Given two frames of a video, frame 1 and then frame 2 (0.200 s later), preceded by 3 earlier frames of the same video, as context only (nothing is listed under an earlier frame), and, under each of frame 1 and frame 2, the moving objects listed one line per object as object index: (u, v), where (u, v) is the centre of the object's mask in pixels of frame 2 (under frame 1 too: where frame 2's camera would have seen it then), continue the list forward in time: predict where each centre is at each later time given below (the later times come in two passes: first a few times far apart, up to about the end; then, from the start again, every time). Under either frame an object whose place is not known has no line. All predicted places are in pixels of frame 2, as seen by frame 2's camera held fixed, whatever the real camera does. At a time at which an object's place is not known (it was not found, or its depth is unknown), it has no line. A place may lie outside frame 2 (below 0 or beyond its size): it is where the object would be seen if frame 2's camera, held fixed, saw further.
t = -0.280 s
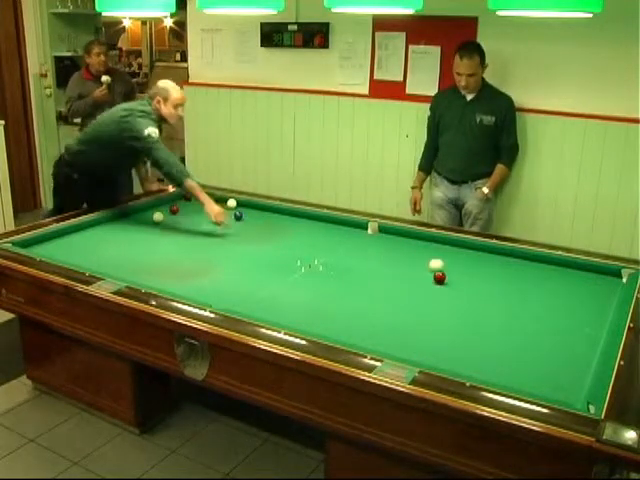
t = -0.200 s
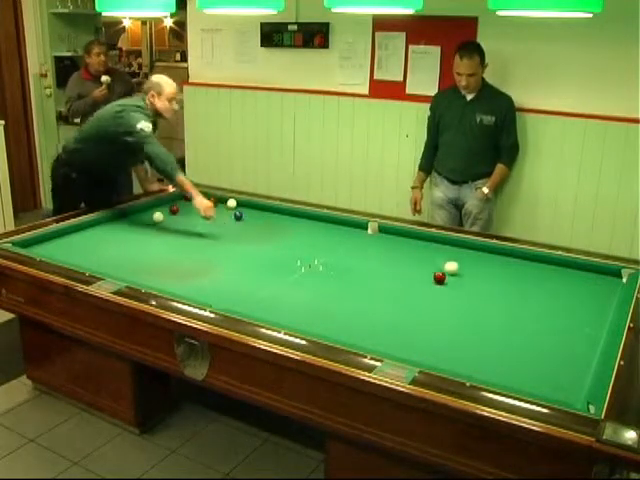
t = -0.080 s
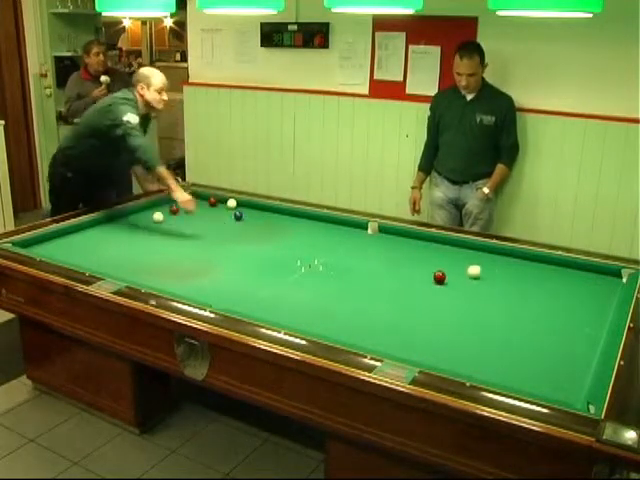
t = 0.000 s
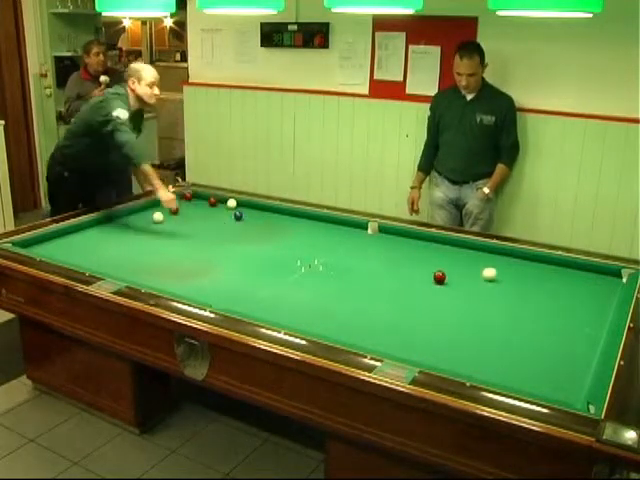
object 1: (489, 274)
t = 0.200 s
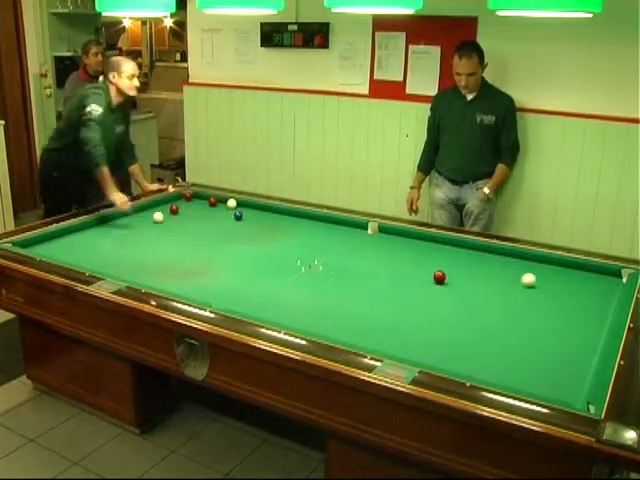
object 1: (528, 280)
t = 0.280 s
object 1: (544, 281)
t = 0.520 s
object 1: (593, 290)
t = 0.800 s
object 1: (592, 288)
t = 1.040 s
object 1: (565, 281)
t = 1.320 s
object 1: (535, 274)
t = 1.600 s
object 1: (509, 267)
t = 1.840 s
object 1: (486, 261)
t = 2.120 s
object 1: (463, 255)
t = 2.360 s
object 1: (443, 250)
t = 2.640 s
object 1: (422, 245)
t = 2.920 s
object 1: (403, 241)
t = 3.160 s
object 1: (387, 237)
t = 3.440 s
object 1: (369, 232)
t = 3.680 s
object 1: (355, 229)
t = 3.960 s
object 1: (340, 225)
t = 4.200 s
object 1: (328, 222)
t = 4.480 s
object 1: (314, 219)
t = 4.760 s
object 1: (302, 216)
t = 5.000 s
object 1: (291, 213)
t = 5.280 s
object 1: (279, 211)
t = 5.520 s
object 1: (270, 210)
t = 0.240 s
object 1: (536, 281)
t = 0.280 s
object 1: (544, 281)
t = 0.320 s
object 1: (552, 283)
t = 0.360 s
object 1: (560, 284)
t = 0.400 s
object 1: (568, 286)
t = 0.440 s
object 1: (576, 287)
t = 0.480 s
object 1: (584, 288)
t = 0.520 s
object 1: (593, 290)
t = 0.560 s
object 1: (601, 291)
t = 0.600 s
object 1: (609, 292)
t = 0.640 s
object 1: (613, 293)
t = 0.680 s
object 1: (607, 291)
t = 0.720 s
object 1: (602, 290)
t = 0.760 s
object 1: (597, 289)
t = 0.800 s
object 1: (592, 288)
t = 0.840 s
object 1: (587, 286)
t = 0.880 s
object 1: (583, 285)
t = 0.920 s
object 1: (578, 284)
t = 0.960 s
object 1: (574, 283)
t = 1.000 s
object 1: (569, 282)
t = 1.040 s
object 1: (565, 281)
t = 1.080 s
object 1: (560, 280)
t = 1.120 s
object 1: (556, 278)
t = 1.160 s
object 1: (552, 278)
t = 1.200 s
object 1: (548, 276)
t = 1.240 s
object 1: (543, 275)
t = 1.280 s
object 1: (539, 275)
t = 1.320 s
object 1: (535, 274)
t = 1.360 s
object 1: (532, 273)
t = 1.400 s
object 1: (527, 271)
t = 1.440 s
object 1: (523, 270)
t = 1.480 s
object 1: (519, 270)
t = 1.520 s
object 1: (516, 269)
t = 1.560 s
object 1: (512, 268)
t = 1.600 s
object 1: (509, 267)
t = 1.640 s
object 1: (504, 266)
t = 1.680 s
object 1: (501, 265)
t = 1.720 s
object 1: (497, 263)
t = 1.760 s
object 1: (493, 263)
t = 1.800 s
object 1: (490, 262)
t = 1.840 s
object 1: (486, 261)
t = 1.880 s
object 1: (482, 260)
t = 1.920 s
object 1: (480, 259)
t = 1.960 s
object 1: (476, 259)
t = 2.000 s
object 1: (472, 257)
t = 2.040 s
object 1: (469, 257)
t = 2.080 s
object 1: (466, 256)
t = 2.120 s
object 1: (463, 255)
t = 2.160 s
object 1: (459, 255)
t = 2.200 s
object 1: (456, 254)
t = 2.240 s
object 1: (453, 253)
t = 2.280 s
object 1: (450, 252)
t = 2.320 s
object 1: (447, 251)
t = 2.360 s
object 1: (443, 250)
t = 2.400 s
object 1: (440, 249)
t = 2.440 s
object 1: (437, 249)
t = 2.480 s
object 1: (434, 248)
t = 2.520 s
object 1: (431, 248)
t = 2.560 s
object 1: (428, 247)
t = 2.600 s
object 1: (425, 246)
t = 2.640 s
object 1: (422, 245)
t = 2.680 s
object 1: (419, 244)
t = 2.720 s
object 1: (416, 244)
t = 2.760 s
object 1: (414, 243)
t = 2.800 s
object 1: (411, 243)
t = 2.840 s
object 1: (408, 242)
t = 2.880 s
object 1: (406, 241)
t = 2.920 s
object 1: (403, 241)
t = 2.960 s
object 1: (400, 240)
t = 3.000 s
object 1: (397, 239)
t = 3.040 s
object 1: (394, 239)
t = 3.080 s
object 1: (392, 238)
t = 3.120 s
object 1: (389, 237)
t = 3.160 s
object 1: (387, 237)
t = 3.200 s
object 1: (384, 236)
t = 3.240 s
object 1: (381, 235)
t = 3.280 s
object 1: (379, 234)
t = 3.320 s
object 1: (377, 234)
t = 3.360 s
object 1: (374, 233)
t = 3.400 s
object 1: (372, 233)
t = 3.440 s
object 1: (369, 232)
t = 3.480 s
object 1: (367, 232)
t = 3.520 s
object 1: (365, 231)
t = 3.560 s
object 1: (362, 230)
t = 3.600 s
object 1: (360, 230)
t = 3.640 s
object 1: (358, 230)
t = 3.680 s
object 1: (355, 229)
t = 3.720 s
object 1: (353, 229)
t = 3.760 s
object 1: (351, 228)
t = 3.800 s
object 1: (349, 227)
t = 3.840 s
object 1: (346, 227)
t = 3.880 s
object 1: (344, 226)
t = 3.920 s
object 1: (342, 226)
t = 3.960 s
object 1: (340, 225)
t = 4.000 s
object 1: (338, 224)
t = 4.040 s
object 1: (336, 224)
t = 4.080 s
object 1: (334, 224)
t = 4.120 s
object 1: (332, 223)
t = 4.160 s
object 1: (330, 223)
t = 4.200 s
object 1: (328, 222)
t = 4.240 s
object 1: (326, 222)
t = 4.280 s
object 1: (324, 222)
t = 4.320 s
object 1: (322, 220)
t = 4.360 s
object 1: (320, 220)
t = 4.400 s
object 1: (318, 220)
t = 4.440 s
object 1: (316, 219)
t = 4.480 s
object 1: (314, 219)
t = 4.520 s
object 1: (313, 218)
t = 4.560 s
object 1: (310, 218)
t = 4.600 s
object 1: (309, 218)
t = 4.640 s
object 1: (307, 217)
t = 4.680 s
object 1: (305, 217)
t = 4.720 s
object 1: (303, 216)
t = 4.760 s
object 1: (302, 216)
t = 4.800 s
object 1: (300, 215)
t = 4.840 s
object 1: (298, 215)
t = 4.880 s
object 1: (296, 215)
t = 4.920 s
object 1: (294, 214)
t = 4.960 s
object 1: (293, 214)
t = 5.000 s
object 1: (291, 213)
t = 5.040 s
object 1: (290, 213)
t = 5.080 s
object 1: (288, 213)
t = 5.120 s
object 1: (286, 213)
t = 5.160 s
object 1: (285, 212)
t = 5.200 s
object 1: (283, 212)
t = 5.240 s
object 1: (281, 212)
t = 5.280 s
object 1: (279, 211)
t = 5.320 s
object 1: (278, 211)
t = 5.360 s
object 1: (276, 211)
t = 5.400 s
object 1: (275, 211)
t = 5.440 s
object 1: (273, 211)
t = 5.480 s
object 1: (271, 210)
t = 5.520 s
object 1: (270, 210)
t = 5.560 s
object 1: (268, 210)
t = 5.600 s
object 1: (267, 210)
